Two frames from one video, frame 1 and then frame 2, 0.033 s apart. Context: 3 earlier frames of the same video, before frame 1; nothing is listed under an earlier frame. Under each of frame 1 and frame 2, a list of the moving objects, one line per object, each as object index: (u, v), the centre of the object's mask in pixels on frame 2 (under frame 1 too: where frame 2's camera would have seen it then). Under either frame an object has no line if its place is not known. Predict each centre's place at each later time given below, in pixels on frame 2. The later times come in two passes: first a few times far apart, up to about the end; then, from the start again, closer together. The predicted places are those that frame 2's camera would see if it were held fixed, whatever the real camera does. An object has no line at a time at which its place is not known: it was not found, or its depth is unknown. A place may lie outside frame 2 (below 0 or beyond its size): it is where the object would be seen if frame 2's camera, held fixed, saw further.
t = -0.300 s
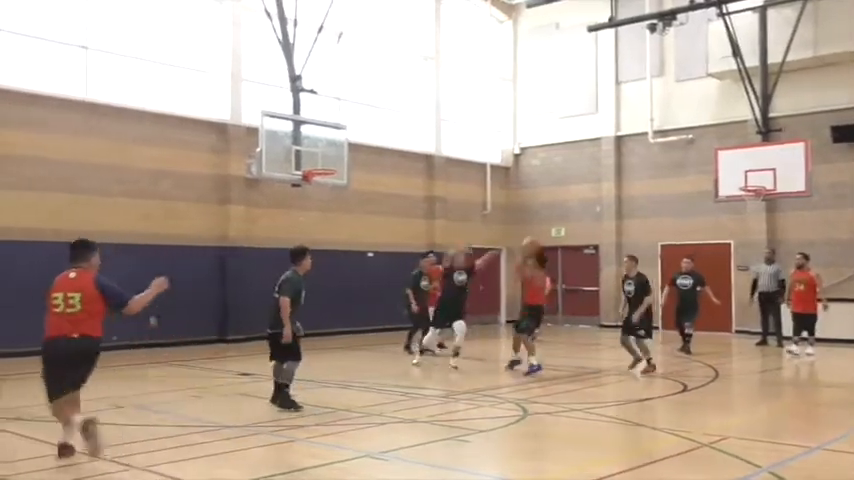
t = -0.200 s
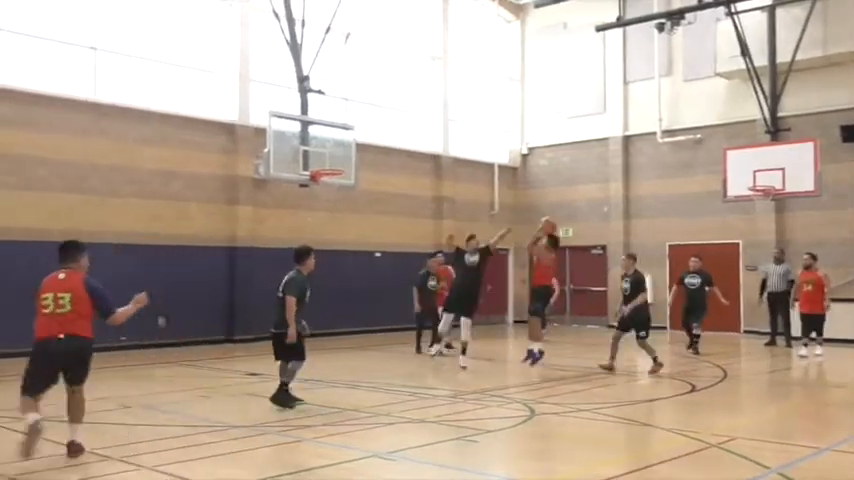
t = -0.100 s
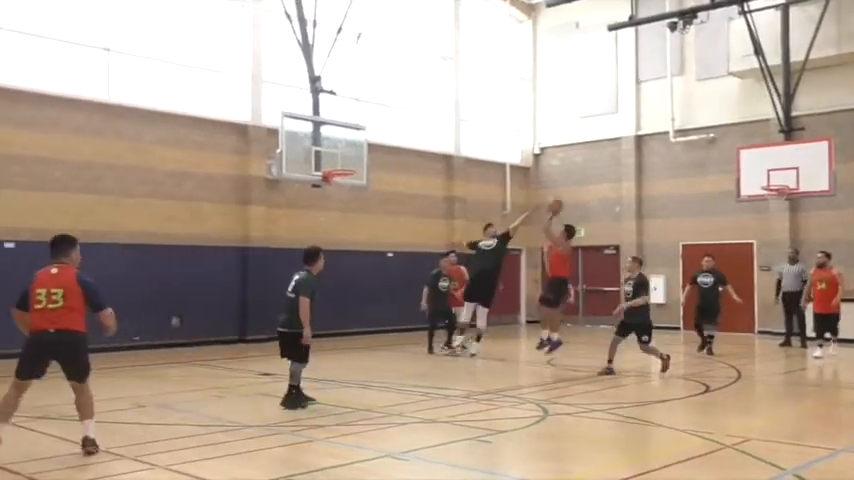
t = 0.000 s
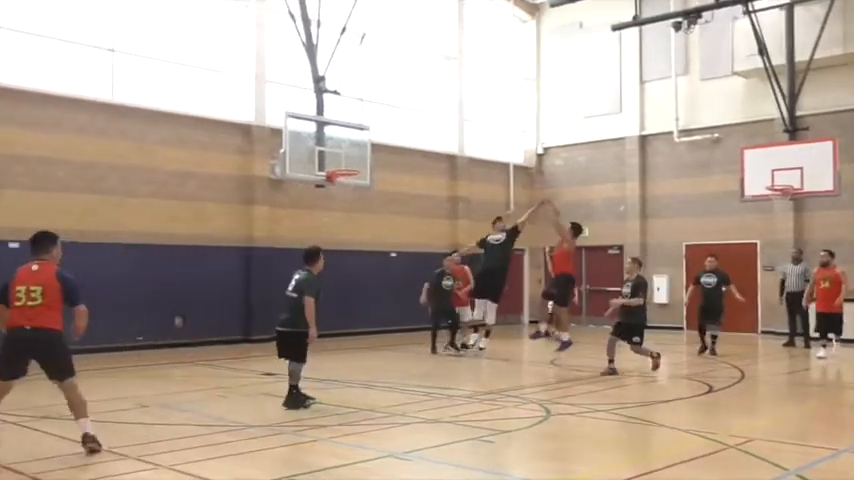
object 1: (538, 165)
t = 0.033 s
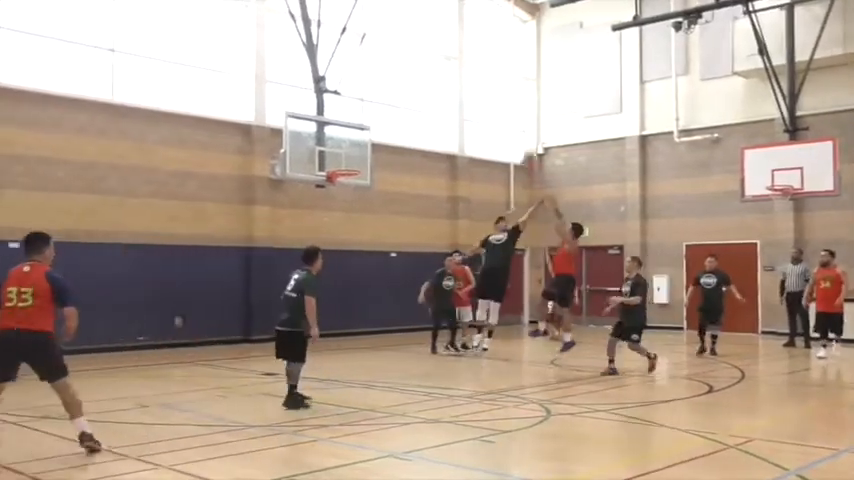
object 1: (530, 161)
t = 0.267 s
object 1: (466, 111)
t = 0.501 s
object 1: (413, 99)
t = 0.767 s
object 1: (357, 126)
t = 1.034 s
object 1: (326, 153)
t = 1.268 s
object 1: (324, 132)
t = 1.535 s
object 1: (320, 150)
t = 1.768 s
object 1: (316, 210)
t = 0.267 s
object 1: (466, 111)
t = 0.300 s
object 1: (459, 107)
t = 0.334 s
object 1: (453, 104)
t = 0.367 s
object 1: (444, 101)
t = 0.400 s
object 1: (436, 100)
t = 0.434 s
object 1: (429, 98)
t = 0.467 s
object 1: (421, 99)
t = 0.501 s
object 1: (413, 99)
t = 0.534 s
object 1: (406, 101)
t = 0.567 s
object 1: (398, 102)
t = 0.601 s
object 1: (391, 104)
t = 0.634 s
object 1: (384, 107)
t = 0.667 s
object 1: (377, 110)
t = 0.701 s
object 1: (369, 115)
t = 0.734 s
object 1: (363, 121)
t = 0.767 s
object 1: (357, 126)
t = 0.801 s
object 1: (349, 133)
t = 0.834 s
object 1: (342, 141)
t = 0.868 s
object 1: (336, 148)
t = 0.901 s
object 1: (328, 156)
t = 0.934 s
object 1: (325, 160)
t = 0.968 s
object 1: (326, 161)
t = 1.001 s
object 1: (325, 159)
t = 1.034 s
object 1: (326, 153)
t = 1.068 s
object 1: (329, 147)
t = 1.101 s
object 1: (327, 143)
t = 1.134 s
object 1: (325, 140)
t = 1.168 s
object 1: (325, 139)
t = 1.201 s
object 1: (324, 135)
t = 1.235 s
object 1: (324, 134)
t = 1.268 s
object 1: (324, 132)
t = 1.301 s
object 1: (323, 133)
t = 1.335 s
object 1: (324, 133)
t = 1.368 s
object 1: (322, 135)
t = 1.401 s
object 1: (323, 134)
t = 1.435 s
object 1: (322, 138)
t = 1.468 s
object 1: (322, 141)
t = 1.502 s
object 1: (321, 146)
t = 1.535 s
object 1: (320, 150)
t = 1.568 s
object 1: (318, 158)
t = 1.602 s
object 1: (319, 164)
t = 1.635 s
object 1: (318, 172)
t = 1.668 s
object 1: (320, 180)
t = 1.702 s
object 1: (318, 188)
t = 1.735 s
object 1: (317, 199)
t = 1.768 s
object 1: (316, 210)
